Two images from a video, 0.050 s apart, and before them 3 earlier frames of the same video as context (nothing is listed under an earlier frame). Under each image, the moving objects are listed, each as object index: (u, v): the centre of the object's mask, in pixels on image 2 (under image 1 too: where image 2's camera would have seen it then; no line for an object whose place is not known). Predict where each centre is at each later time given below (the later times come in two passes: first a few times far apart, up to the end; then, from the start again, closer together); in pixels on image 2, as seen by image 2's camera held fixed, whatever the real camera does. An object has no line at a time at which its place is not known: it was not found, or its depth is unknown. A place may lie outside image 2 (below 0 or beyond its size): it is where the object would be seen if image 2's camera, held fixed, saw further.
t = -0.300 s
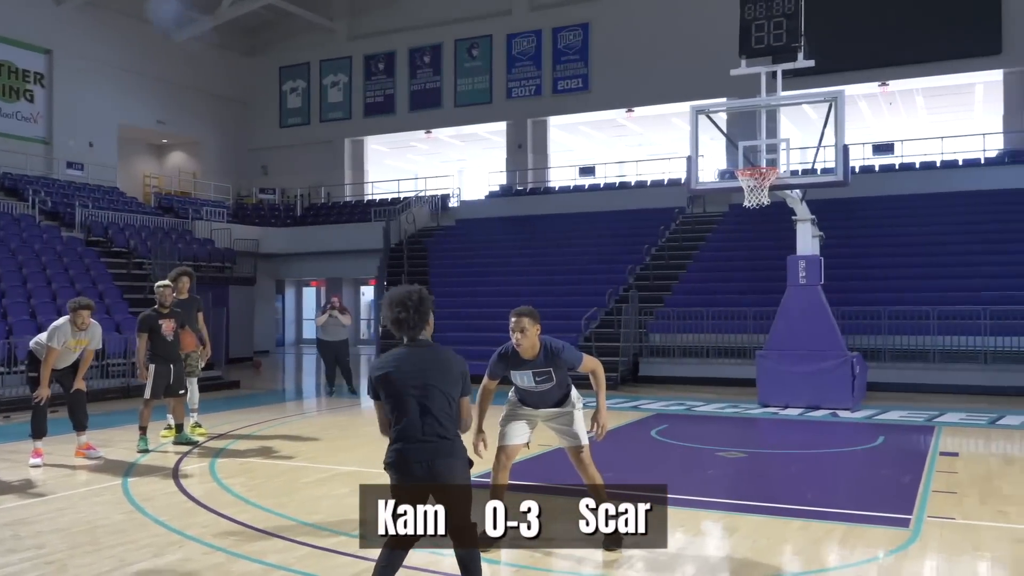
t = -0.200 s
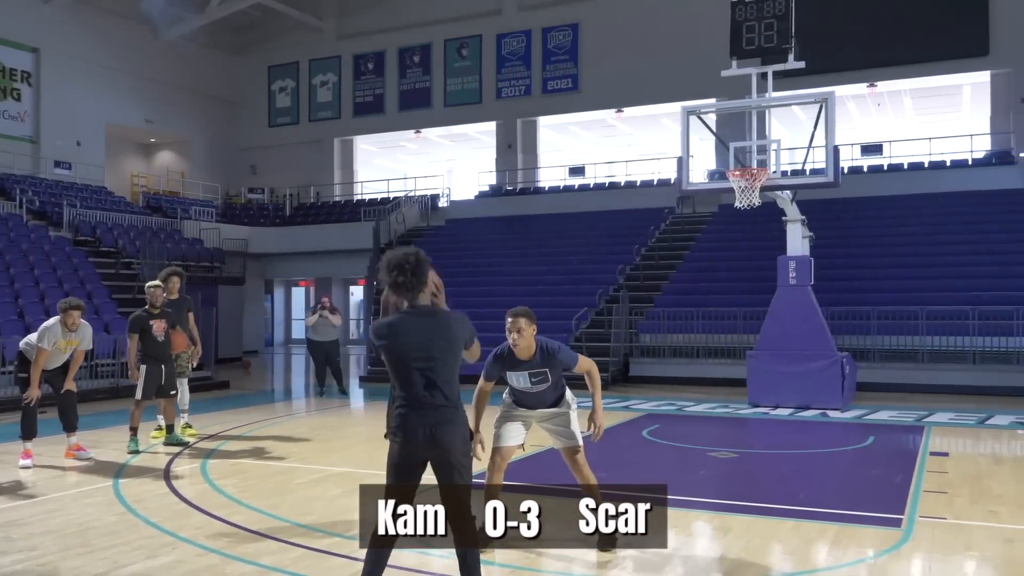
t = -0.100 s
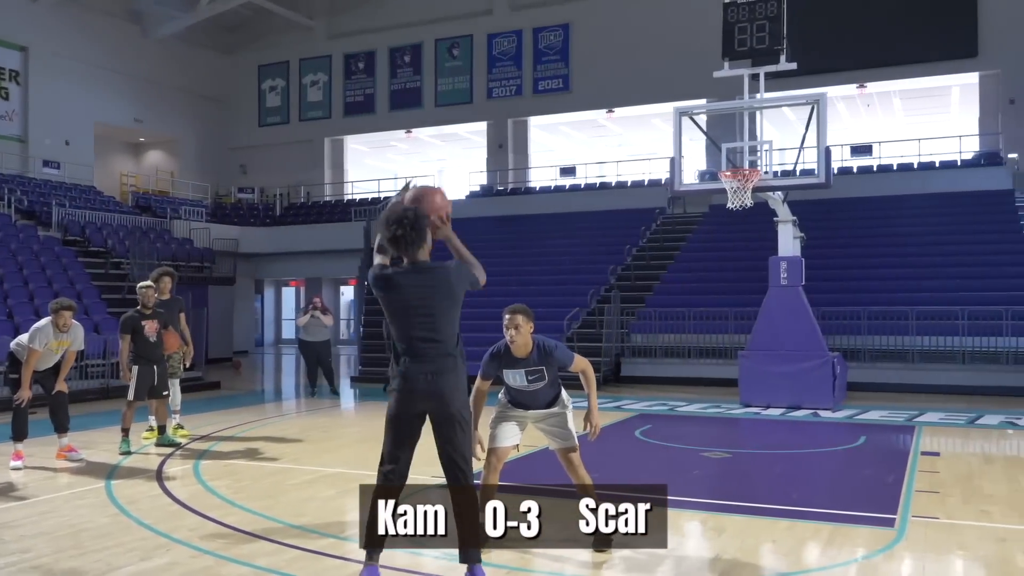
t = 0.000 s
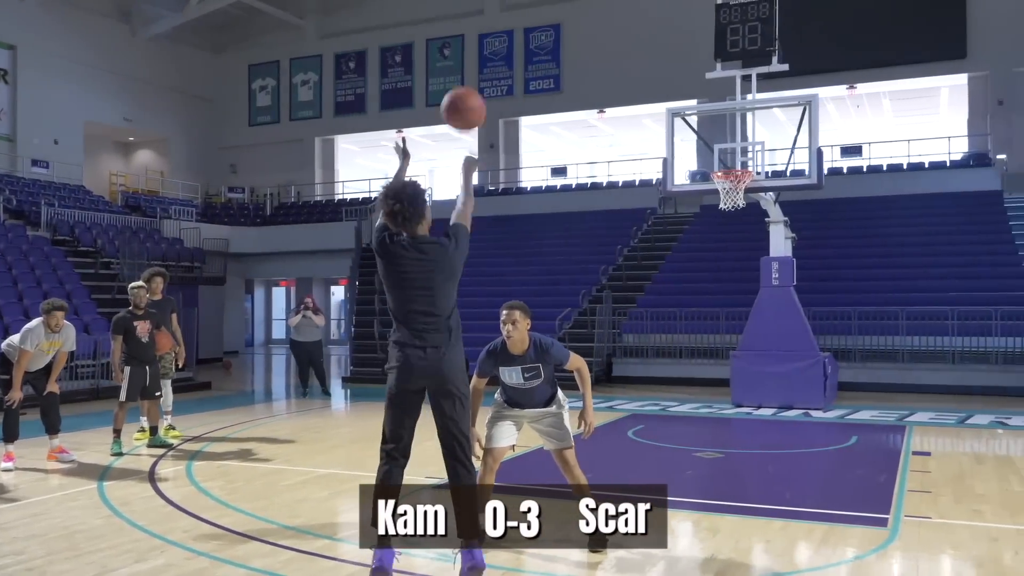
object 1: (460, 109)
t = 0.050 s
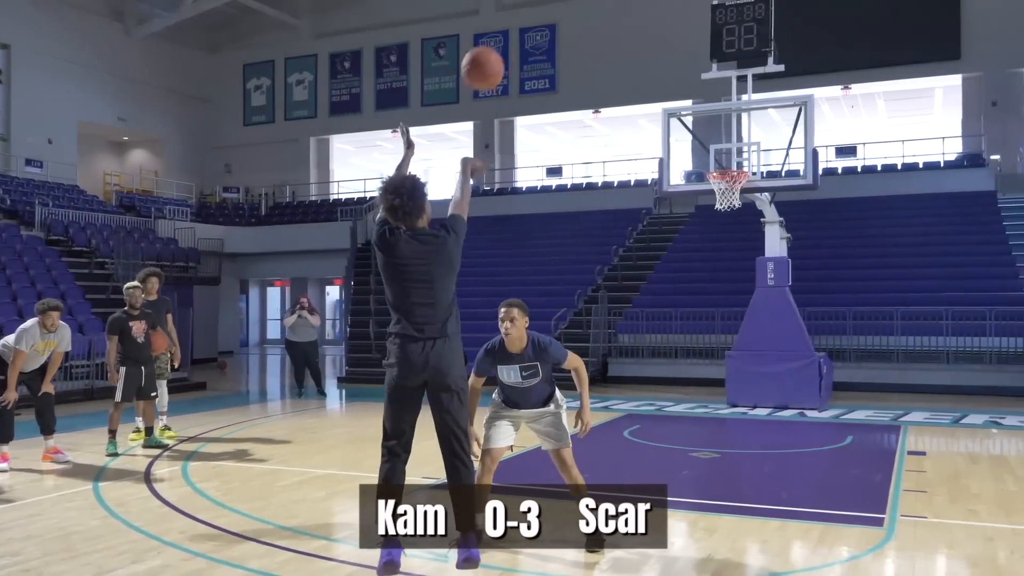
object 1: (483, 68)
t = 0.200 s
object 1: (541, 2)
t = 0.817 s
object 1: (671, 14)
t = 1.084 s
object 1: (705, 122)
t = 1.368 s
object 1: (744, 148)
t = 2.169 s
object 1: (859, 239)
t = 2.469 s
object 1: (899, 413)
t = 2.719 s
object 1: (921, 342)
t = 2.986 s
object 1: (942, 278)
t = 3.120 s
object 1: (957, 270)
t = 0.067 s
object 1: (490, 56)
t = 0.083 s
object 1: (497, 45)
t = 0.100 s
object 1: (503, 34)
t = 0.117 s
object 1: (510, 24)
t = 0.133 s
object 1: (516, 16)
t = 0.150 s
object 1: (522, 12)
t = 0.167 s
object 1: (528, 8)
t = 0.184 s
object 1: (535, 5)
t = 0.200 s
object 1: (541, 2)
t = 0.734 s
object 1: (659, -1)
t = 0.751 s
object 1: (662, 1)
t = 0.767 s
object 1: (664, 3)
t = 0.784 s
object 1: (667, 5)
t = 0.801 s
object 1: (669, 9)
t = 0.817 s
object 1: (671, 14)
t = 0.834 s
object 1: (673, 20)
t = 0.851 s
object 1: (676, 26)
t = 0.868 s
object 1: (678, 31)
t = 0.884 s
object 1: (680, 37)
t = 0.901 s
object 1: (682, 43)
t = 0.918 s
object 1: (684, 50)
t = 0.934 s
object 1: (686, 56)
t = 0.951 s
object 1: (688, 63)
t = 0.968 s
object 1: (690, 70)
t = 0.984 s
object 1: (693, 77)
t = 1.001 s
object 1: (694, 84)
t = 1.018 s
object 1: (697, 91)
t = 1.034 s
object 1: (699, 98)
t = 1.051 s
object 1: (701, 106)
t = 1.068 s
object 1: (704, 114)
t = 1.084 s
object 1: (705, 122)
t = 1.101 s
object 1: (707, 129)
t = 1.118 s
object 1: (708, 137)
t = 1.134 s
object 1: (710, 144)
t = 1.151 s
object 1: (712, 152)
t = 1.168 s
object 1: (714, 161)
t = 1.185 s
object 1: (715, 166)
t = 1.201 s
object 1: (718, 166)
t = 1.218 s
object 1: (720, 166)
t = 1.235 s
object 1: (723, 165)
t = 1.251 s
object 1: (727, 168)
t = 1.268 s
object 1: (729, 166)
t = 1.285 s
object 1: (731, 164)
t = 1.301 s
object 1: (734, 161)
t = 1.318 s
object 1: (736, 158)
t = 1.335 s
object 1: (740, 154)
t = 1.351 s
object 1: (741, 152)
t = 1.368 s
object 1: (744, 148)
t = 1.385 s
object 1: (747, 146)
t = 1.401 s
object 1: (750, 143)
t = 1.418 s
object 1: (752, 142)
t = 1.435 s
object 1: (754, 139)
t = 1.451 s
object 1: (757, 138)
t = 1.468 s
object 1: (759, 137)
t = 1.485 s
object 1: (762, 135)
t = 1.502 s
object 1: (764, 134)
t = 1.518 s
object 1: (767, 134)
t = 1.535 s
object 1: (769, 133)
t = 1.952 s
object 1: (831, 164)
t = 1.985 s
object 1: (836, 174)
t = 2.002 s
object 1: (837, 179)
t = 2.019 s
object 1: (840, 183)
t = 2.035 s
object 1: (842, 188)
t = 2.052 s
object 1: (843, 193)
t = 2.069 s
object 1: (845, 199)
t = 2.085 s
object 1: (847, 205)
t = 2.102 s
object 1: (849, 211)
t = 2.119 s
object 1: (852, 218)
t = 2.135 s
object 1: (854, 225)
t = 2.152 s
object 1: (856, 232)
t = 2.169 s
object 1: (859, 239)
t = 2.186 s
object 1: (861, 247)
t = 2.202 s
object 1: (864, 255)
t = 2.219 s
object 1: (865, 262)
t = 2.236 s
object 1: (868, 271)
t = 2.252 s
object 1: (870, 280)
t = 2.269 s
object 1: (872, 288)
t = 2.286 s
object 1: (874, 297)
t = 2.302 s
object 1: (876, 306)
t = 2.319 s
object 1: (878, 316)
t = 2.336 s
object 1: (880, 326)
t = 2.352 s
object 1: (882, 336)
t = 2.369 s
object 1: (885, 346)
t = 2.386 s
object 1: (887, 357)
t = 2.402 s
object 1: (889, 367)
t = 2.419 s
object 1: (891, 379)
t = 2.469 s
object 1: (899, 413)
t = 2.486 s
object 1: (902, 425)
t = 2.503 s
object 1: (904, 436)
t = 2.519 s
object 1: (906, 429)
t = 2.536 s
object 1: (908, 421)
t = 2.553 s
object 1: (908, 413)
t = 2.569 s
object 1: (909, 404)
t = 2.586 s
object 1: (911, 396)
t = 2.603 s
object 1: (911, 390)
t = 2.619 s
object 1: (912, 382)
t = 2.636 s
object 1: (915, 375)
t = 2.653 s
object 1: (916, 367)
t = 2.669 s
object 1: (917, 360)
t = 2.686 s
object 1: (918, 354)
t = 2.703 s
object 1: (918, 349)
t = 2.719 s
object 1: (921, 342)
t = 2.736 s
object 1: (922, 336)
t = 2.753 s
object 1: (925, 330)
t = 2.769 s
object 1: (924, 325)
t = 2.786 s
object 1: (926, 320)
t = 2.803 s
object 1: (928, 315)
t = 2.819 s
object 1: (929, 310)
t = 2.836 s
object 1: (931, 306)
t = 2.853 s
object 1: (933, 302)
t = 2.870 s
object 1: (935, 298)
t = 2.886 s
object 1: (935, 294)
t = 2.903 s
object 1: (936, 291)
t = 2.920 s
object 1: (939, 288)
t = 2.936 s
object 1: (940, 285)
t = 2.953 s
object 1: (940, 282)
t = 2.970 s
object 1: (941, 280)
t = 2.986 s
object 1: (942, 278)
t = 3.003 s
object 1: (944, 276)
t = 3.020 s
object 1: (947, 274)
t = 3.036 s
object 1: (949, 273)
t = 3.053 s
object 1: (950, 272)
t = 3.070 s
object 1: (952, 271)
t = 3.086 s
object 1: (954, 270)
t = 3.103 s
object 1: (955, 270)
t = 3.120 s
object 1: (957, 270)
